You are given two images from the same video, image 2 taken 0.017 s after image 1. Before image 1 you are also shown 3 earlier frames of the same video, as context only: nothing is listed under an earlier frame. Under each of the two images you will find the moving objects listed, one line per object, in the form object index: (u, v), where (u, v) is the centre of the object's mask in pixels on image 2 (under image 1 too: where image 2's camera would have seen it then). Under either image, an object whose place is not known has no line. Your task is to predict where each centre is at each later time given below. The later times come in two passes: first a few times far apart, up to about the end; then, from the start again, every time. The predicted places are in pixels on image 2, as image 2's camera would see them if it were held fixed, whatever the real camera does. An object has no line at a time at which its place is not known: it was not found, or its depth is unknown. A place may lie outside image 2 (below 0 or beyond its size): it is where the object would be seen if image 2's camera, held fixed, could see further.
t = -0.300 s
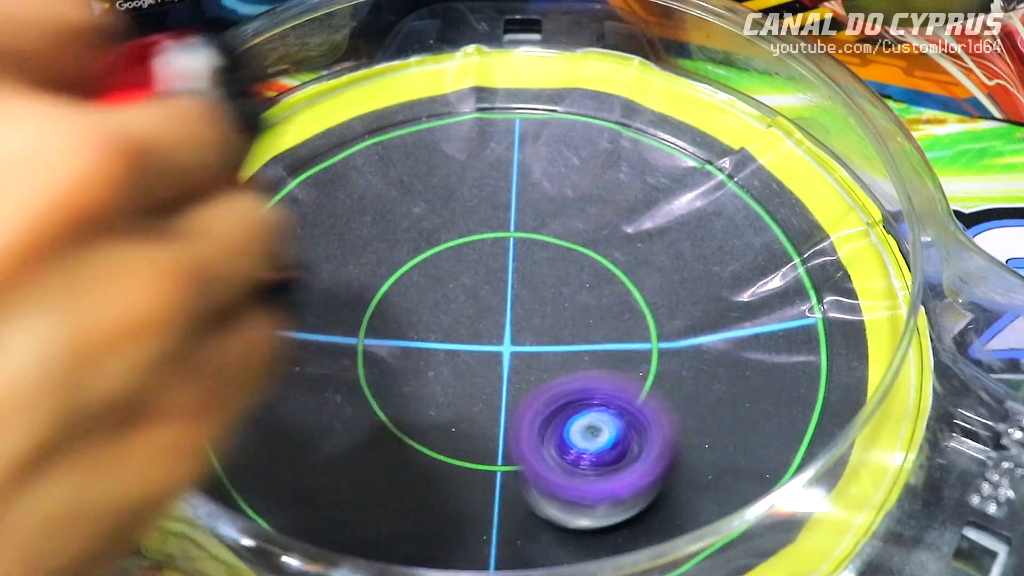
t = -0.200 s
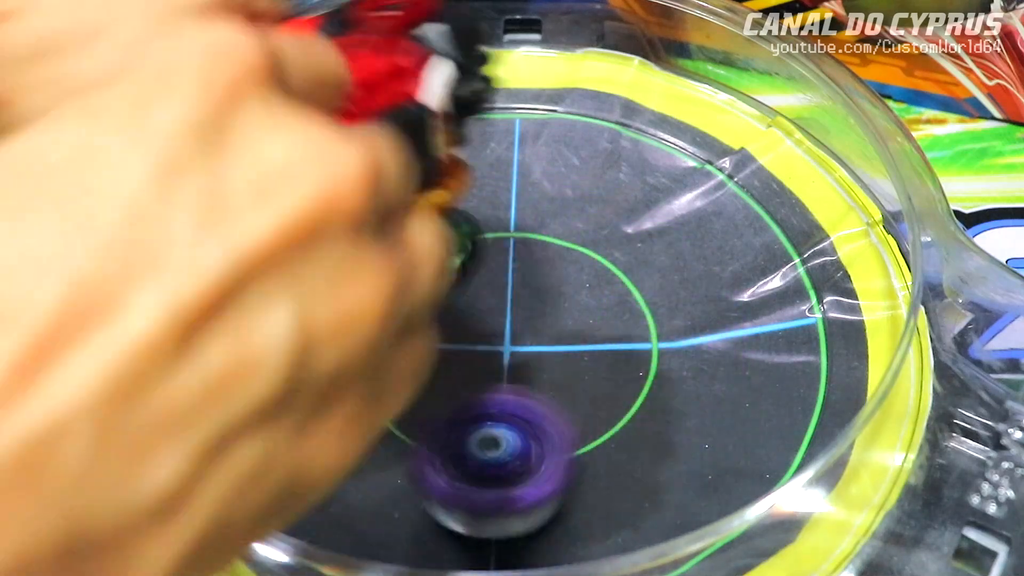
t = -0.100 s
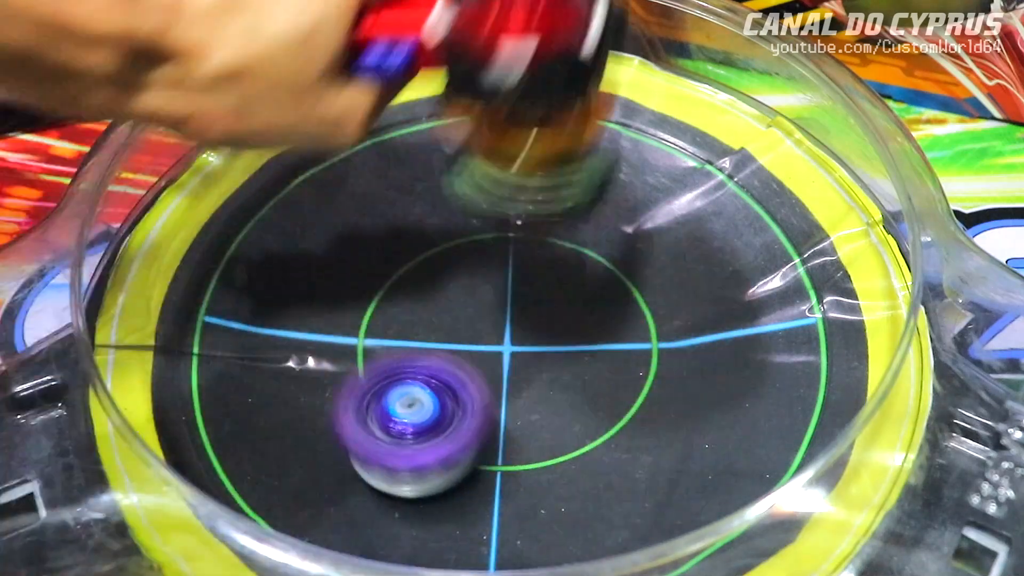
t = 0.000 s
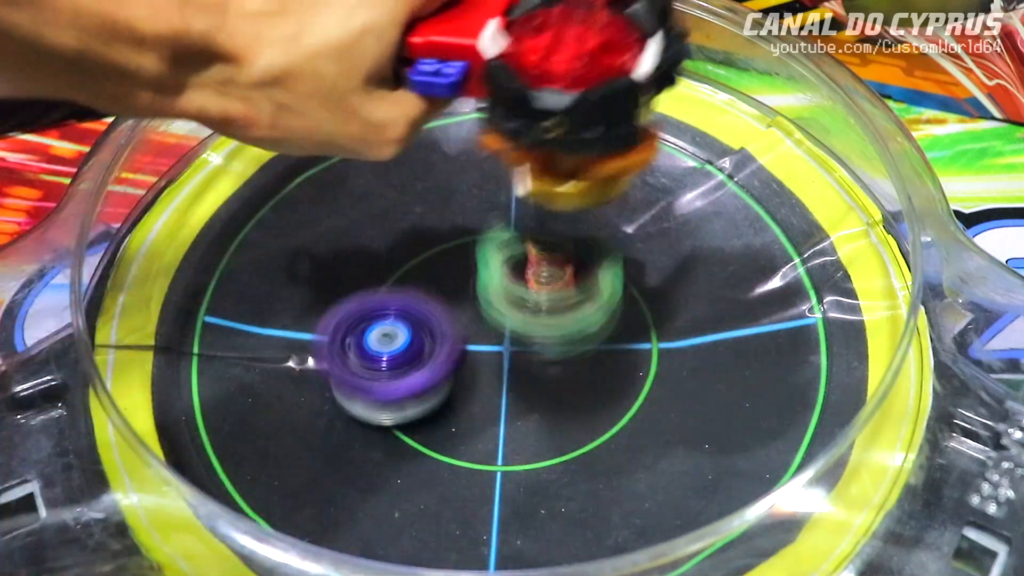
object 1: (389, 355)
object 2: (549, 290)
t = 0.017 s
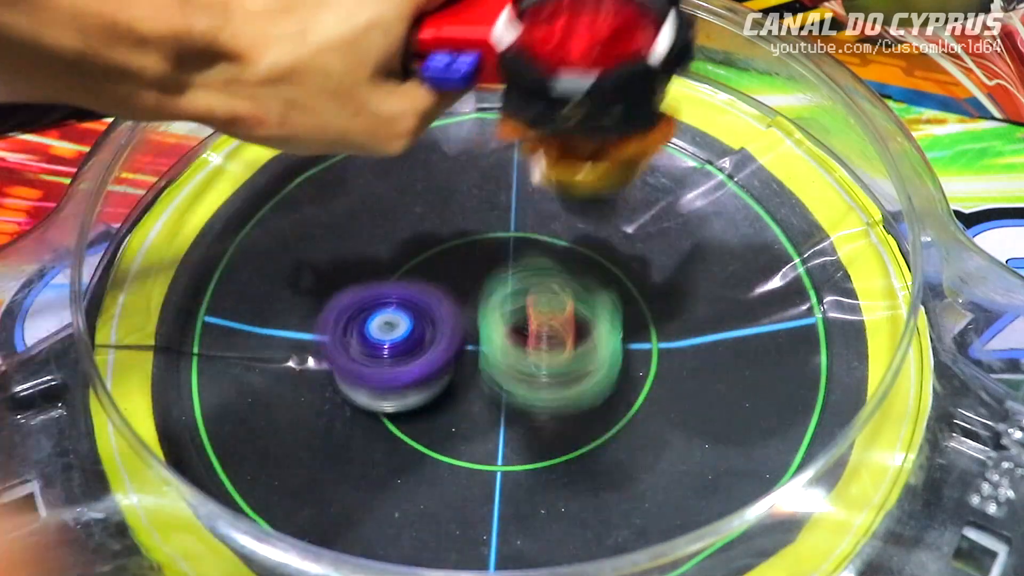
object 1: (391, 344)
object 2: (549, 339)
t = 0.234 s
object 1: (480, 242)
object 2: (574, 404)
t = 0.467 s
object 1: (629, 213)
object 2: (520, 354)
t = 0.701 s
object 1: (662, 294)
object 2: (452, 407)
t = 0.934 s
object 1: (640, 288)
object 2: (394, 495)
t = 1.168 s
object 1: (553, 276)
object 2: (504, 488)
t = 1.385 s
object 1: (461, 243)
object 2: (491, 378)
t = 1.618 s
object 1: (468, 182)
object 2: (344, 327)
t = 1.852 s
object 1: (550, 236)
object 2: (280, 374)
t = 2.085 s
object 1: (589, 273)
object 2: (282, 423)
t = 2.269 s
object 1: (736, 186)
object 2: (335, 445)
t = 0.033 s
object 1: (394, 335)
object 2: (551, 391)
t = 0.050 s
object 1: (399, 328)
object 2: (552, 392)
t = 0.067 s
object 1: (404, 319)
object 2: (555, 377)
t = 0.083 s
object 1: (408, 309)
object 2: (556, 369)
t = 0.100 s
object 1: (420, 300)
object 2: (558, 366)
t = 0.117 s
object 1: (432, 289)
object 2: (560, 368)
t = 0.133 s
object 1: (434, 280)
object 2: (562, 378)
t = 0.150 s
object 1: (434, 269)
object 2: (563, 392)
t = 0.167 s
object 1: (441, 261)
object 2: (564, 414)
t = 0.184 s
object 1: (450, 254)
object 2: (566, 418)
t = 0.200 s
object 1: (460, 249)
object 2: (569, 411)
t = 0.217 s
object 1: (471, 246)
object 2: (573, 409)
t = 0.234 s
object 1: (480, 242)
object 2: (574, 404)
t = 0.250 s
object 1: (492, 237)
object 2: (575, 400)
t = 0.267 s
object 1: (503, 235)
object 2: (577, 395)
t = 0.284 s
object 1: (513, 232)
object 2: (578, 389)
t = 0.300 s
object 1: (523, 232)
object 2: (579, 382)
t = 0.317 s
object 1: (535, 232)
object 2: (578, 376)
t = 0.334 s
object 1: (547, 233)
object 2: (576, 369)
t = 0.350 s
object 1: (557, 233)
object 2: (572, 359)
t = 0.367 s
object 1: (568, 235)
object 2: (569, 352)
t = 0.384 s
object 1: (578, 235)
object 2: (564, 346)
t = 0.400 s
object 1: (589, 230)
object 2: (556, 349)
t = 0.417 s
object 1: (600, 225)
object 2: (547, 350)
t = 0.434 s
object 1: (609, 220)
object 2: (538, 352)
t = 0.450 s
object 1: (620, 216)
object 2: (529, 352)
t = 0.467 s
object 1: (629, 213)
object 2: (520, 354)
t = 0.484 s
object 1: (638, 212)
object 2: (511, 356)
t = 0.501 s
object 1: (645, 213)
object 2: (504, 358)
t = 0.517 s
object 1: (653, 214)
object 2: (496, 361)
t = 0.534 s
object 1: (659, 217)
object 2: (487, 364)
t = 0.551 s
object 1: (664, 220)
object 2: (480, 368)
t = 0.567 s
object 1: (669, 225)
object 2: (473, 372)
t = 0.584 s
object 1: (672, 230)
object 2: (467, 376)
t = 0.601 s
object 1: (673, 235)
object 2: (464, 380)
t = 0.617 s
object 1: (674, 244)
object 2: (459, 384)
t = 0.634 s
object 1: (673, 253)
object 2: (456, 388)
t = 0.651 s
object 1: (672, 264)
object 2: (453, 394)
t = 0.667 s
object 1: (669, 274)
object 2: (452, 398)
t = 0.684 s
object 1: (666, 285)
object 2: (452, 403)
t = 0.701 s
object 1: (662, 294)
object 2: (452, 407)
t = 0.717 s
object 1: (656, 305)
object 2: (456, 410)
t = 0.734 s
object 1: (648, 316)
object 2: (460, 414)
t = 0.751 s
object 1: (641, 325)
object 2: (464, 416)
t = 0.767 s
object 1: (631, 335)
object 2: (469, 418)
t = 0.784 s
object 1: (622, 343)
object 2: (476, 420)
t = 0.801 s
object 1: (613, 349)
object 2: (480, 423)
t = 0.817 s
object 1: (619, 342)
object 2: (464, 437)
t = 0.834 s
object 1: (626, 333)
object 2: (447, 449)
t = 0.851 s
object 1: (632, 324)
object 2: (433, 460)
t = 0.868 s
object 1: (636, 315)
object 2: (421, 470)
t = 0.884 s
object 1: (639, 307)
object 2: (411, 478)
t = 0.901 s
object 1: (640, 300)
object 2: (403, 486)
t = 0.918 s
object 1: (641, 294)
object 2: (397, 492)
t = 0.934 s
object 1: (640, 288)
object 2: (394, 495)
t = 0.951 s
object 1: (637, 281)
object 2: (393, 498)
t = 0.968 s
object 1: (635, 276)
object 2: (395, 501)
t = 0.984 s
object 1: (630, 272)
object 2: (398, 503)
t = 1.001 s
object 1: (625, 269)
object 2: (403, 505)
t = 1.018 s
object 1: (619, 267)
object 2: (409, 507)
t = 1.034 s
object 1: (612, 265)
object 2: (416, 507)
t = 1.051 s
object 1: (606, 265)
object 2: (426, 508)
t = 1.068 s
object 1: (598, 265)
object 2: (435, 508)
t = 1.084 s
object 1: (591, 266)
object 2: (447, 507)
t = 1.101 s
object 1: (583, 268)
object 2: (459, 506)
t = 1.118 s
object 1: (576, 269)
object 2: (472, 502)
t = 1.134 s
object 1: (568, 271)
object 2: (483, 501)
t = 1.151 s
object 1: (561, 272)
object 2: (494, 496)
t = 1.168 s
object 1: (553, 276)
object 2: (504, 488)
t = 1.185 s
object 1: (545, 278)
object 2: (512, 479)
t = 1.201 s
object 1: (537, 281)
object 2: (517, 468)
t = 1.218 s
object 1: (529, 283)
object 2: (523, 458)
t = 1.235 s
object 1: (522, 285)
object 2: (524, 447)
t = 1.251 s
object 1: (515, 287)
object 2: (524, 434)
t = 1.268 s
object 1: (509, 288)
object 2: (523, 420)
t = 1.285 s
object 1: (501, 288)
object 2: (521, 409)
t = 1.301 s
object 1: (494, 285)
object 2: (518, 403)
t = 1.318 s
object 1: (485, 278)
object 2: (516, 400)
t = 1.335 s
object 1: (477, 269)
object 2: (511, 395)
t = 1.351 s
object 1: (470, 261)
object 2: (506, 390)
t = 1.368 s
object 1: (465, 252)
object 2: (499, 385)
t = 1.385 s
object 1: (461, 243)
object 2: (491, 378)
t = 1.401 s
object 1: (456, 235)
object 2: (482, 372)
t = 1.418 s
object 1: (451, 227)
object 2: (473, 366)
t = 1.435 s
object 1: (448, 220)
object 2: (462, 360)
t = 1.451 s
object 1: (446, 214)
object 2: (452, 354)
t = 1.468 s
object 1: (446, 208)
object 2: (442, 349)
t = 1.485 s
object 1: (445, 201)
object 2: (431, 344)
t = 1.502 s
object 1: (445, 196)
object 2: (420, 340)
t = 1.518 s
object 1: (446, 192)
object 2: (409, 336)
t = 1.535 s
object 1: (447, 189)
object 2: (398, 334)
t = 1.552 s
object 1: (450, 187)
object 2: (386, 331)
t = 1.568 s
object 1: (453, 184)
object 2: (375, 330)
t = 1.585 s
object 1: (457, 183)
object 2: (365, 328)
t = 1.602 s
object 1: (463, 182)
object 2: (353, 328)
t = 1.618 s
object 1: (468, 182)
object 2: (344, 327)
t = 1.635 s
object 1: (475, 182)
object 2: (334, 328)
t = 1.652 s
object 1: (479, 183)
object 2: (325, 329)
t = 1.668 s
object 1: (485, 184)
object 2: (316, 331)
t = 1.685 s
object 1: (493, 189)
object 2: (309, 333)
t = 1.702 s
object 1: (499, 190)
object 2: (302, 336)
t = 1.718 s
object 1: (506, 194)
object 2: (295, 338)
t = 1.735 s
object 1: (514, 200)
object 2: (290, 342)
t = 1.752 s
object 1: (520, 202)
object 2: (285, 346)
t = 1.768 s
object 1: (526, 207)
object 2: (281, 350)
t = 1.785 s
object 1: (532, 212)
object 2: (278, 355)
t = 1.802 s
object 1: (538, 217)
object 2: (276, 359)
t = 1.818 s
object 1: (544, 223)
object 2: (276, 364)
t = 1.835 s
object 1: (547, 230)
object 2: (278, 369)
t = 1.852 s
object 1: (550, 236)
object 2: (280, 374)
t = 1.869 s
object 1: (552, 244)
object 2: (285, 379)
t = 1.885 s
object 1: (553, 252)
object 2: (290, 383)
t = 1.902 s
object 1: (552, 259)
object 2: (298, 386)
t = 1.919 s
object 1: (550, 267)
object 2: (307, 388)
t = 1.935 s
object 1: (546, 276)
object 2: (316, 389)
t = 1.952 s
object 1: (543, 285)
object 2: (327, 389)
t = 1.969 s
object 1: (538, 295)
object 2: (339, 388)
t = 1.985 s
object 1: (532, 304)
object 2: (350, 386)
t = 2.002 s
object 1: (525, 310)
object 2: (361, 383)
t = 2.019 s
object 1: (517, 318)
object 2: (373, 379)
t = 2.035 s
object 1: (522, 318)
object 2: (359, 386)
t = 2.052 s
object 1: (545, 302)
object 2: (332, 400)
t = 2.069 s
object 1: (571, 287)
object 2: (306, 411)
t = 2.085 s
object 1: (589, 273)
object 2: (282, 423)
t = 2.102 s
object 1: (611, 257)
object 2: (259, 435)
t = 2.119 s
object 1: (630, 246)
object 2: (245, 441)
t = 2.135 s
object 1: (646, 232)
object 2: (235, 445)
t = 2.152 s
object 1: (662, 221)
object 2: (234, 447)
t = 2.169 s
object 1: (676, 211)
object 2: (243, 447)
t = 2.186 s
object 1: (690, 201)
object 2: (257, 453)
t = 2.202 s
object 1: (701, 195)
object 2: (270, 454)
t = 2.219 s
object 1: (711, 191)
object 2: (285, 453)
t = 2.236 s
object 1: (719, 188)
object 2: (300, 452)
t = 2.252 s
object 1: (729, 186)
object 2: (319, 448)
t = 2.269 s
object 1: (736, 186)
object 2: (335, 445)
